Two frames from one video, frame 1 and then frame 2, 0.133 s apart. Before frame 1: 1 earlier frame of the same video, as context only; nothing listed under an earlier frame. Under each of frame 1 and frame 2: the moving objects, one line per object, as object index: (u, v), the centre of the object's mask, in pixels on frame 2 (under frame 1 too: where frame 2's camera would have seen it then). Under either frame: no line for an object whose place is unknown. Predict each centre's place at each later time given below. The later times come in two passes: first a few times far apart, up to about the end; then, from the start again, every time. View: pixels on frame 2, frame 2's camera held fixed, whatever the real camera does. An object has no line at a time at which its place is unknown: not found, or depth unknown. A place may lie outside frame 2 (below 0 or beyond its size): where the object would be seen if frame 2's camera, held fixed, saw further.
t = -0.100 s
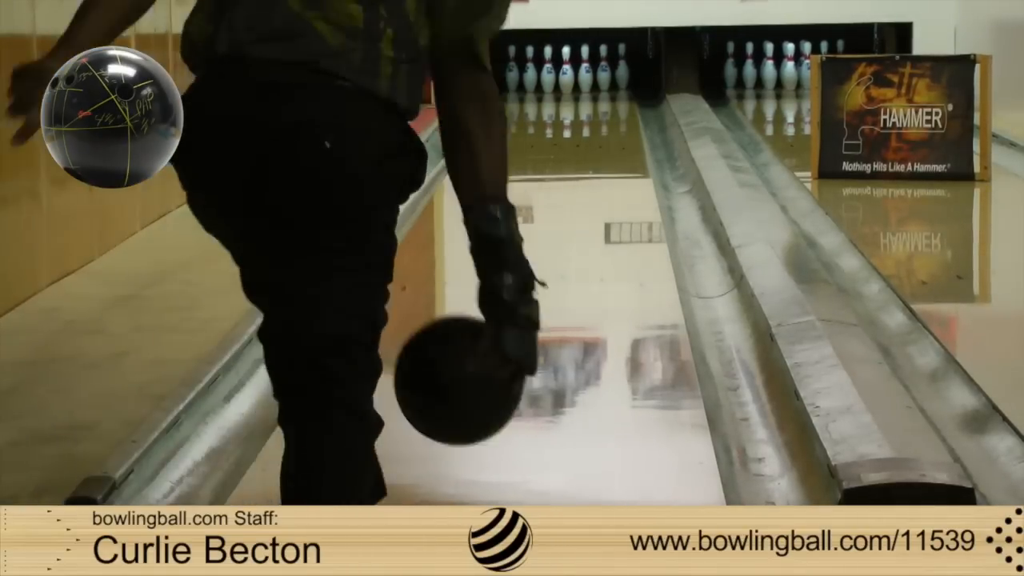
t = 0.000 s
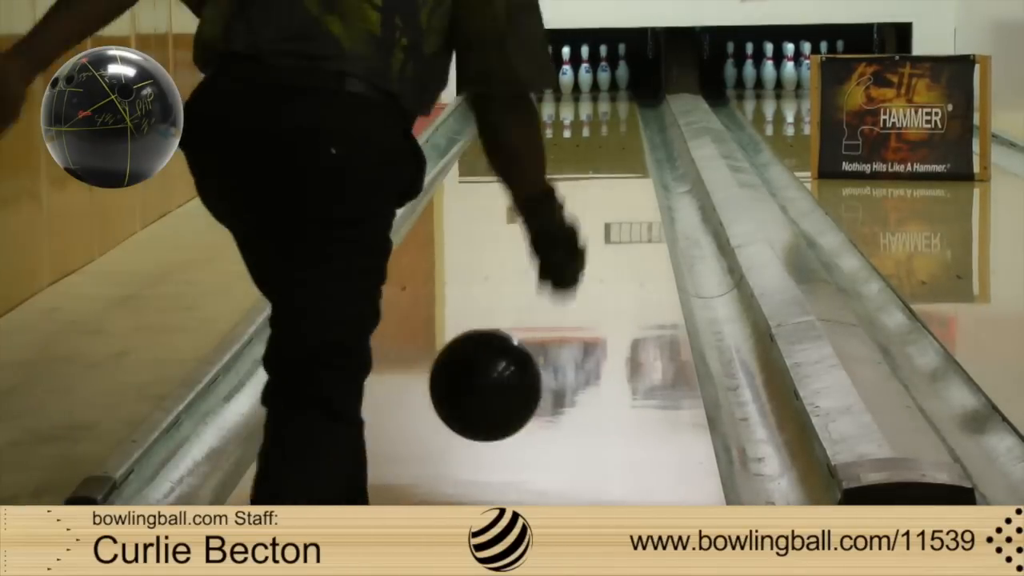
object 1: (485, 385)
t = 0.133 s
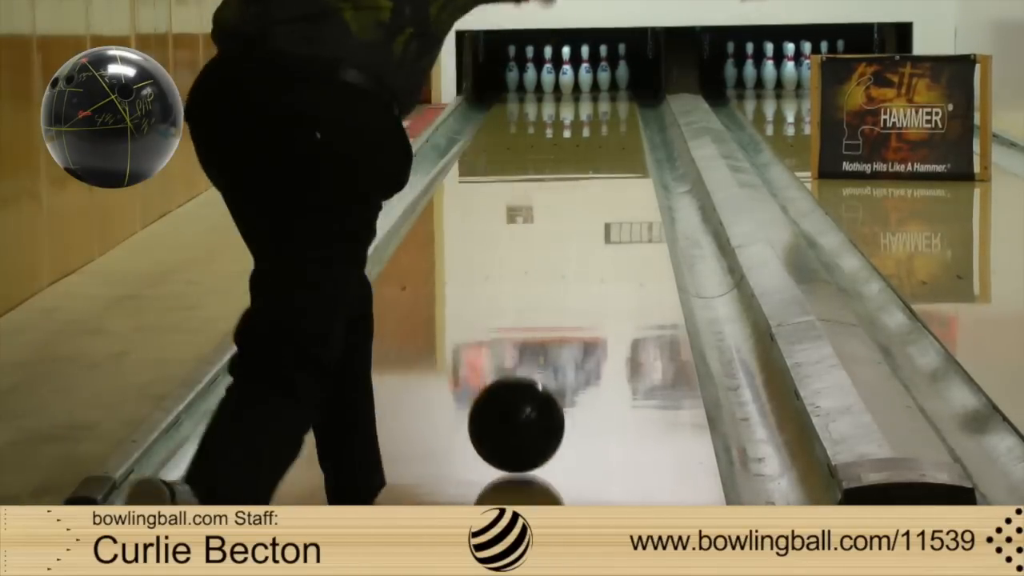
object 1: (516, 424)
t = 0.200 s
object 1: (524, 388)
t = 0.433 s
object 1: (555, 311)
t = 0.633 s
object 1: (571, 261)
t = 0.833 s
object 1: (583, 223)
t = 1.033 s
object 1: (592, 194)
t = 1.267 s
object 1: (598, 167)
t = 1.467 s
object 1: (602, 149)
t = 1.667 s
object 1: (605, 134)
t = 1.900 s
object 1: (605, 118)
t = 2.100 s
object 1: (603, 107)
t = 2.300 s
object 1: (598, 99)
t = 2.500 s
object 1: (590, 91)
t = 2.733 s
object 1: (578, 83)
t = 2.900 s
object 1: (579, 80)
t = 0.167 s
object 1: (519, 405)
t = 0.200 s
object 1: (524, 388)
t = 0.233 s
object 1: (531, 373)
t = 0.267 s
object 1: (536, 365)
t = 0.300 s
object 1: (540, 355)
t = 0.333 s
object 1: (543, 343)
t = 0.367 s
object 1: (548, 332)
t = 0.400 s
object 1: (551, 321)
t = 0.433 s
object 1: (555, 311)
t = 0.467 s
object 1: (558, 301)
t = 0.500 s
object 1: (561, 293)
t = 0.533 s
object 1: (564, 285)
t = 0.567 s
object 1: (566, 276)
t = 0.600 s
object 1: (569, 269)
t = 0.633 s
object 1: (571, 261)
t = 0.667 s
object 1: (574, 254)
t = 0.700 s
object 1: (576, 247)
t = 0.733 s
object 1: (578, 241)
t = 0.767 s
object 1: (580, 235)
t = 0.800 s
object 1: (581, 229)
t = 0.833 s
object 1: (583, 223)
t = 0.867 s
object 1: (585, 217)
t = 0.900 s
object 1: (586, 212)
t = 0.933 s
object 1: (588, 207)
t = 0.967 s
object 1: (589, 203)
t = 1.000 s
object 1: (590, 198)
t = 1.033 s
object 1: (592, 194)
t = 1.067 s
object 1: (593, 190)
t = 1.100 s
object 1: (594, 186)
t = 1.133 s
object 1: (595, 182)
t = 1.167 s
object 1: (596, 178)
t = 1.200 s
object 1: (597, 174)
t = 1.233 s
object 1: (598, 171)
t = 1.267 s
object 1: (598, 167)
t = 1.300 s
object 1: (599, 164)
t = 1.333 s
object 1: (600, 161)
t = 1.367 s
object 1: (600, 157)
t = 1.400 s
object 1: (601, 154)
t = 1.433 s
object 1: (602, 152)
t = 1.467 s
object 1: (602, 149)
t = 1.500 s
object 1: (603, 146)
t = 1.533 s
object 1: (603, 143)
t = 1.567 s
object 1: (603, 141)
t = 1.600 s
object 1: (604, 138)
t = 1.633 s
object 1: (604, 136)
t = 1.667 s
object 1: (605, 134)
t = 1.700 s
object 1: (605, 131)
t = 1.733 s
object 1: (605, 129)
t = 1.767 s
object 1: (605, 127)
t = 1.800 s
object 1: (605, 125)
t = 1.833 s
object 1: (605, 122)
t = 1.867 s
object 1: (605, 120)
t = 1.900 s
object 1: (605, 118)
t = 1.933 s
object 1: (605, 116)
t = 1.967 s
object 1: (605, 114)
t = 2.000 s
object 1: (605, 112)
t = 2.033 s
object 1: (604, 111)
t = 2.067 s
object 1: (604, 109)
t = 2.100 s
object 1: (603, 107)
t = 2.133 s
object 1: (603, 106)
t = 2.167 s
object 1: (602, 104)
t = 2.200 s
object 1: (601, 102)
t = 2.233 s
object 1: (600, 101)
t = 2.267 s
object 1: (599, 100)
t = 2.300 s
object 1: (598, 99)
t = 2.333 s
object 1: (596, 97)
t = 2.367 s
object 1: (595, 96)
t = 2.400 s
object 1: (594, 95)
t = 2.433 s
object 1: (593, 93)
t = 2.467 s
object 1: (592, 92)
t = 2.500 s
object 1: (590, 91)
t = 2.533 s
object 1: (589, 90)
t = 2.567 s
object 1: (588, 89)
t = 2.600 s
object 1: (586, 88)
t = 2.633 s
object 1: (585, 87)
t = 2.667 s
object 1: (583, 86)
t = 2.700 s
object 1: (583, 86)
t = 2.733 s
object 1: (578, 83)
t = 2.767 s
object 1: (577, 82)
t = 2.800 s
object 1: (575, 82)
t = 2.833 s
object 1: (577, 81)
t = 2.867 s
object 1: (579, 80)
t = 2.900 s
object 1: (579, 80)
